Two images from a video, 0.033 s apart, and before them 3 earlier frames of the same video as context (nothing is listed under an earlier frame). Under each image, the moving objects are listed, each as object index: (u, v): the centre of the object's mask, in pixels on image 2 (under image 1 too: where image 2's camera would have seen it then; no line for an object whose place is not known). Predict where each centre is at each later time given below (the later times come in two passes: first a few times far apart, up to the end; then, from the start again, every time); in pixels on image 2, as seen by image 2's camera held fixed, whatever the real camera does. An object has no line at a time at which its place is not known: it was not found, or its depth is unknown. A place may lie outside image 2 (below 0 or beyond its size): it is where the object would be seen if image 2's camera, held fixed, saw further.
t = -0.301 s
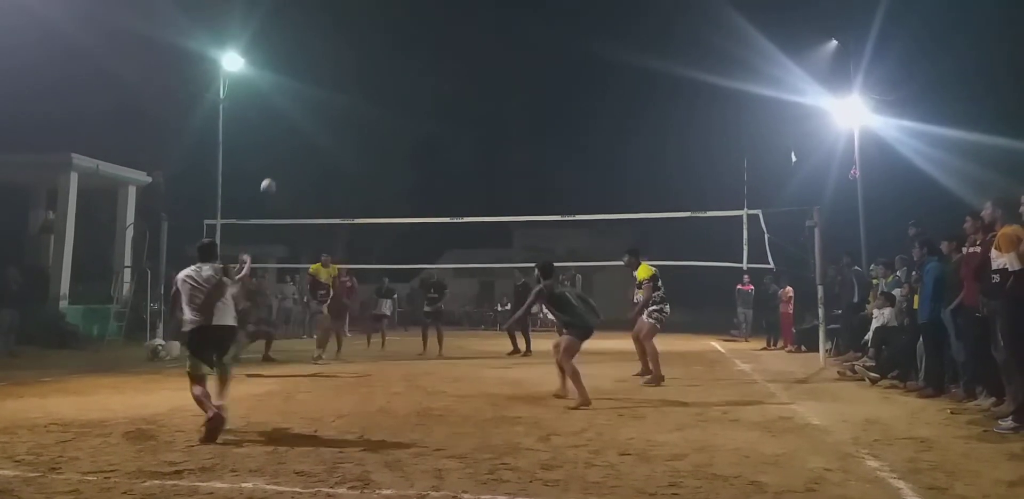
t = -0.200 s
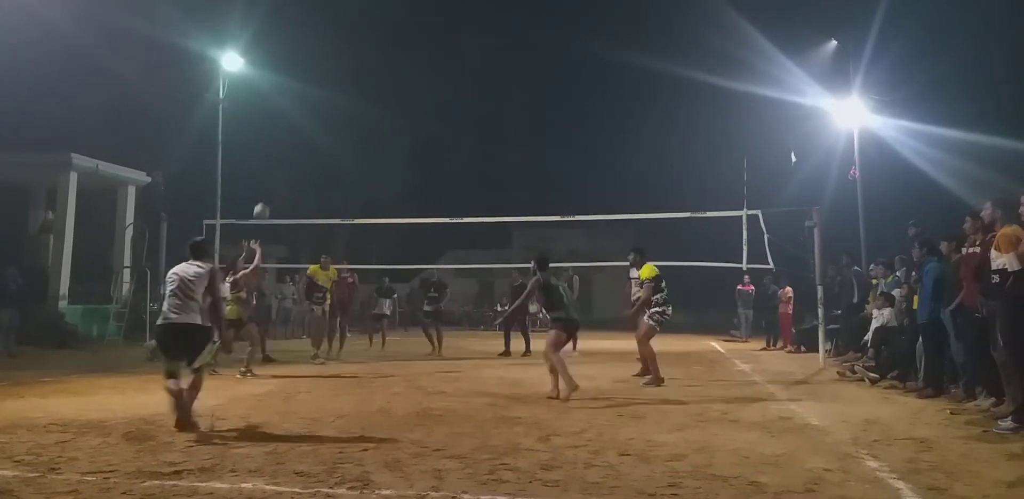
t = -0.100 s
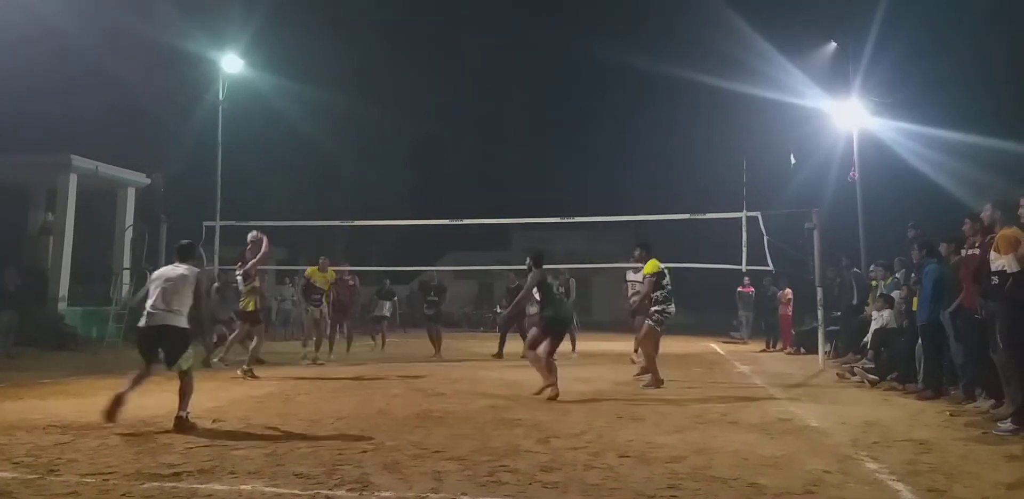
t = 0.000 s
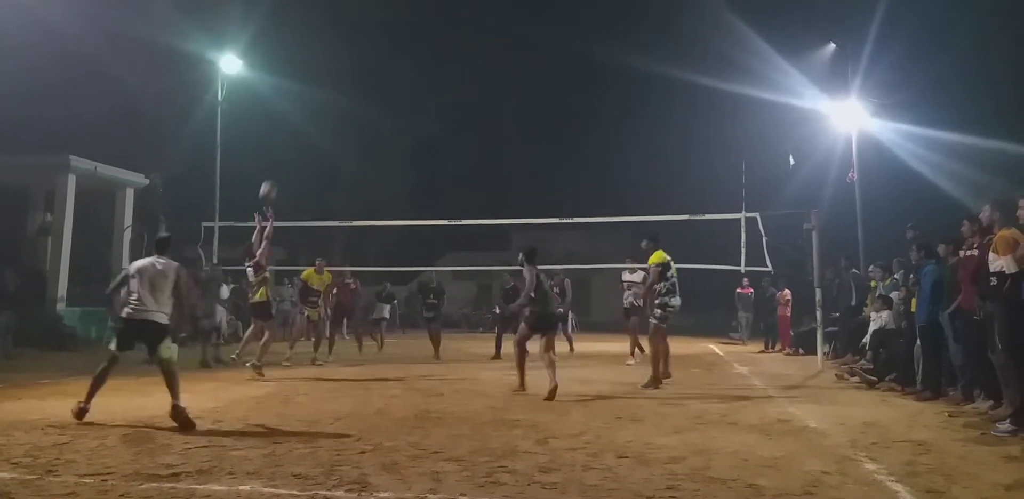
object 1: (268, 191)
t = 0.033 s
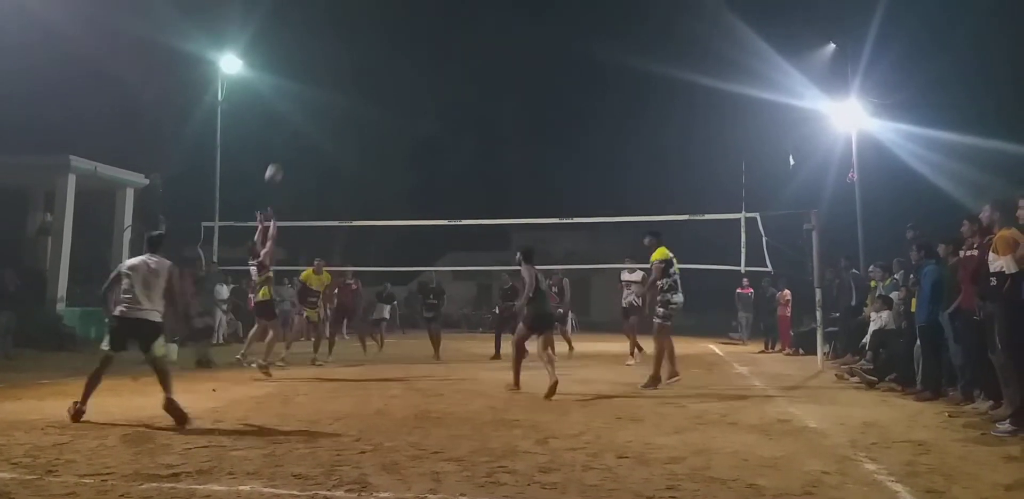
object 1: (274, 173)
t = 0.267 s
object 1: (310, 82)
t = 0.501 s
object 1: (345, 32)
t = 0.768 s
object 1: (383, 20)
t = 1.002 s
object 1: (414, 48)
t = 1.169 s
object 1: (435, 89)
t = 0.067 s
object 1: (279, 158)
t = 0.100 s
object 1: (284, 143)
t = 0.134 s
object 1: (289, 129)
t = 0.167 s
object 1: (294, 116)
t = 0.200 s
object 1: (299, 104)
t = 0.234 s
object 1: (305, 92)
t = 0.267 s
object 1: (310, 82)
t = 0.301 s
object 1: (315, 72)
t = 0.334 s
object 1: (320, 64)
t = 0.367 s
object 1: (325, 56)
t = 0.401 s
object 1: (331, 49)
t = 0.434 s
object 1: (335, 42)
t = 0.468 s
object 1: (340, 36)
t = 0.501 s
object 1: (345, 32)
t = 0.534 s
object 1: (350, 27)
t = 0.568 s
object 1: (355, 24)
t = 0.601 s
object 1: (360, 22)
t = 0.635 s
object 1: (364, 20)
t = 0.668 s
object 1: (369, 19)
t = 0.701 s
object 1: (373, 18)
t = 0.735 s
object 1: (378, 19)
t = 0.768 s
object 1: (383, 20)
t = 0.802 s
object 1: (387, 22)
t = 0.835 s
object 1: (392, 24)
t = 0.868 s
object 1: (396, 28)
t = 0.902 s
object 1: (400, 31)
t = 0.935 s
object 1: (405, 36)
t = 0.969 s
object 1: (409, 42)
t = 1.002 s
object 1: (414, 48)
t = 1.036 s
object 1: (418, 55)
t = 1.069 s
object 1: (422, 62)
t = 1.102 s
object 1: (426, 71)
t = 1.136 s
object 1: (431, 79)
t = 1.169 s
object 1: (435, 89)
